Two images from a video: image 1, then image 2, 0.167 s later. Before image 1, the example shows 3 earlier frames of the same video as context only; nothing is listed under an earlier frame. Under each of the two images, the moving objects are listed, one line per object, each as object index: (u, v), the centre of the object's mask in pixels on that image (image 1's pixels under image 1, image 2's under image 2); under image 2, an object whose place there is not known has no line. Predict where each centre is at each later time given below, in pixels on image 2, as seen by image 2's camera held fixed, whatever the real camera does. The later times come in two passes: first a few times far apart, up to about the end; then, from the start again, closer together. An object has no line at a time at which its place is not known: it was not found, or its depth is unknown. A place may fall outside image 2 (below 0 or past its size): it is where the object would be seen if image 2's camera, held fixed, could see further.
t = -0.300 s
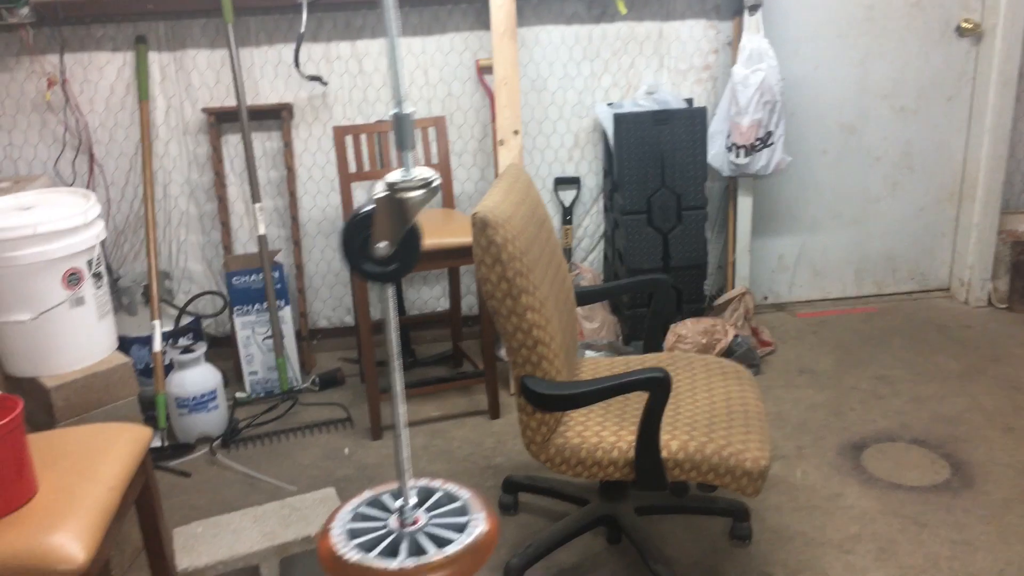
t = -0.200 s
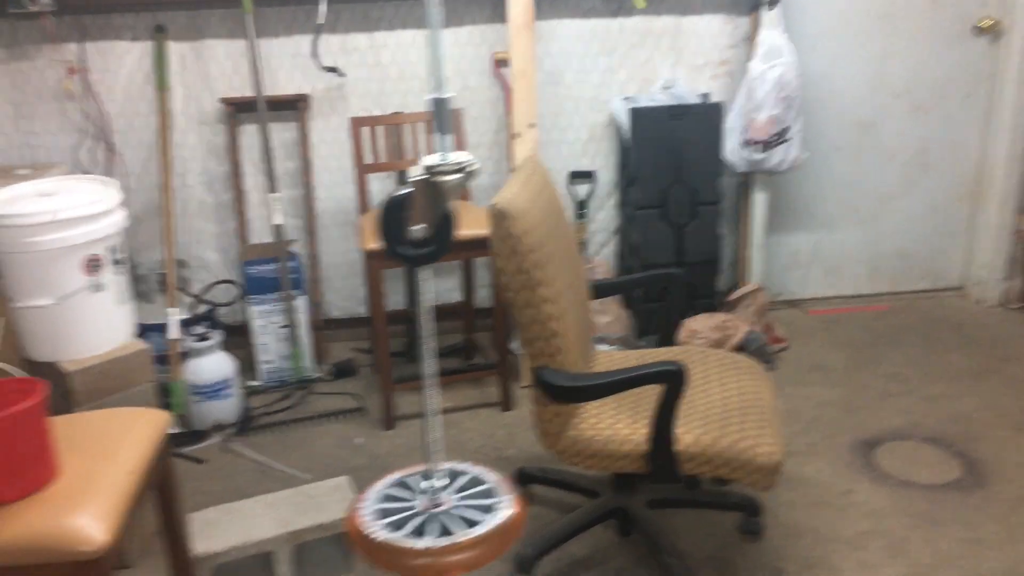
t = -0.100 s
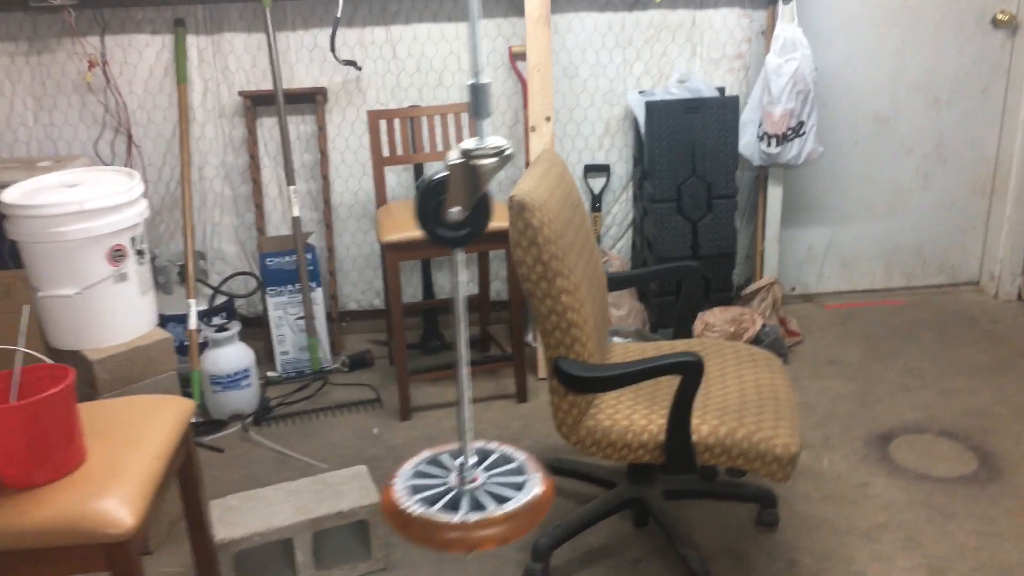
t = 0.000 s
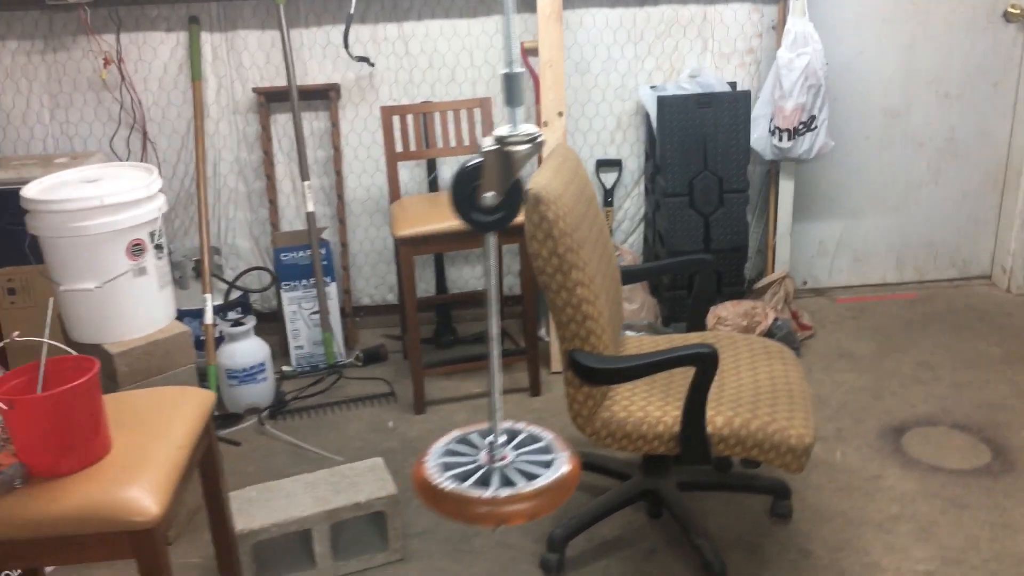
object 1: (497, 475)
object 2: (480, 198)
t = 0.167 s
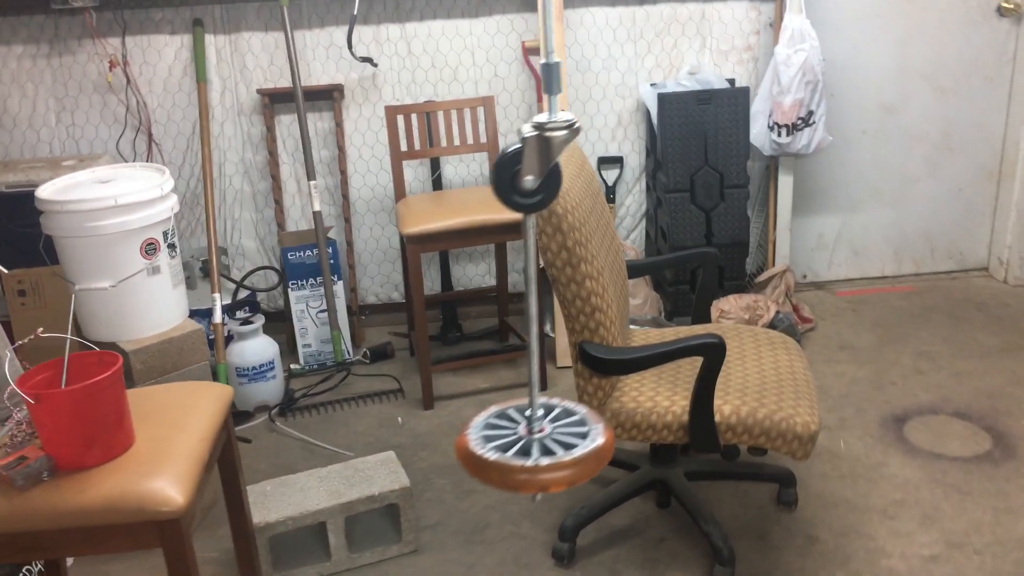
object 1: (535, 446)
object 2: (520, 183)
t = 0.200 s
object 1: (539, 445)
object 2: (524, 182)
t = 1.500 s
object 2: (556, 178)
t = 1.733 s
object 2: (547, 177)
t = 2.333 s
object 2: (546, 178)
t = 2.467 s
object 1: (568, 441)
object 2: (551, 182)
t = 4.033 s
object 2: (567, 192)
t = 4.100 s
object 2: (565, 192)
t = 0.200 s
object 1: (539, 445)
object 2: (524, 182)
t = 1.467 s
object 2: (558, 177)
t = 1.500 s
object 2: (556, 178)
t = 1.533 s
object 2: (555, 179)
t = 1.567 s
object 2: (553, 179)
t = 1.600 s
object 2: (552, 177)
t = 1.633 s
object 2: (550, 177)
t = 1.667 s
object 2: (549, 177)
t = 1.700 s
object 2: (547, 176)
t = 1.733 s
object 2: (547, 177)
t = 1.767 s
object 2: (546, 177)
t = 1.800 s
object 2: (545, 176)
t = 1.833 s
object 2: (544, 175)
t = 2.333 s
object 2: (546, 178)
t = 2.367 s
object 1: (564, 436)
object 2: (547, 179)
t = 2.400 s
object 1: (566, 438)
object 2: (549, 181)
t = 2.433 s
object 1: (567, 440)
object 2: (550, 181)
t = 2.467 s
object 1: (568, 441)
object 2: (551, 182)
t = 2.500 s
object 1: (569, 442)
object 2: (553, 183)
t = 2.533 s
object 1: (571, 444)
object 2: (554, 183)
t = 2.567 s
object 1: (572, 445)
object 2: (557, 184)
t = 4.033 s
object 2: (567, 192)
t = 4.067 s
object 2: (566, 192)
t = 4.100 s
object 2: (565, 192)
